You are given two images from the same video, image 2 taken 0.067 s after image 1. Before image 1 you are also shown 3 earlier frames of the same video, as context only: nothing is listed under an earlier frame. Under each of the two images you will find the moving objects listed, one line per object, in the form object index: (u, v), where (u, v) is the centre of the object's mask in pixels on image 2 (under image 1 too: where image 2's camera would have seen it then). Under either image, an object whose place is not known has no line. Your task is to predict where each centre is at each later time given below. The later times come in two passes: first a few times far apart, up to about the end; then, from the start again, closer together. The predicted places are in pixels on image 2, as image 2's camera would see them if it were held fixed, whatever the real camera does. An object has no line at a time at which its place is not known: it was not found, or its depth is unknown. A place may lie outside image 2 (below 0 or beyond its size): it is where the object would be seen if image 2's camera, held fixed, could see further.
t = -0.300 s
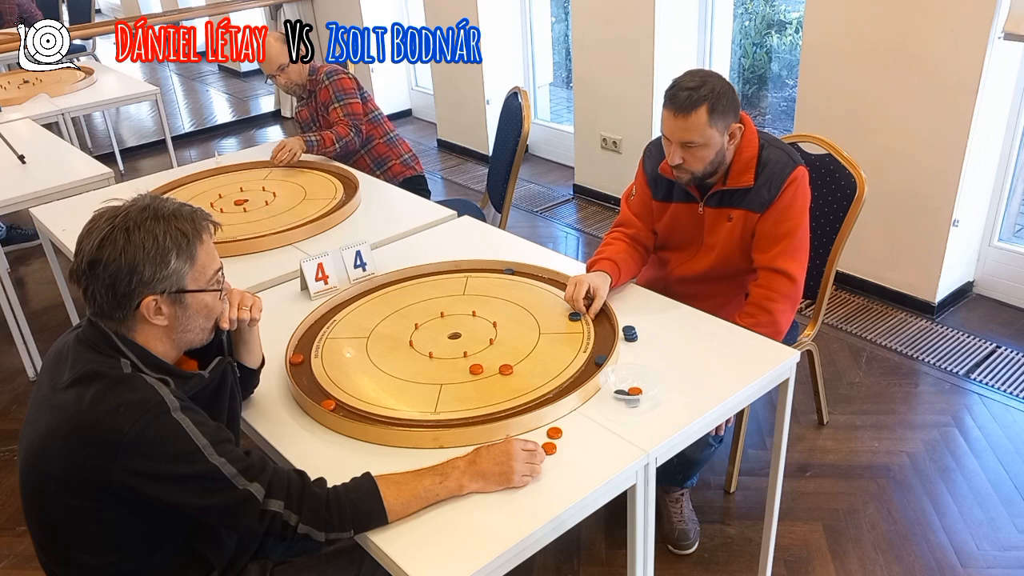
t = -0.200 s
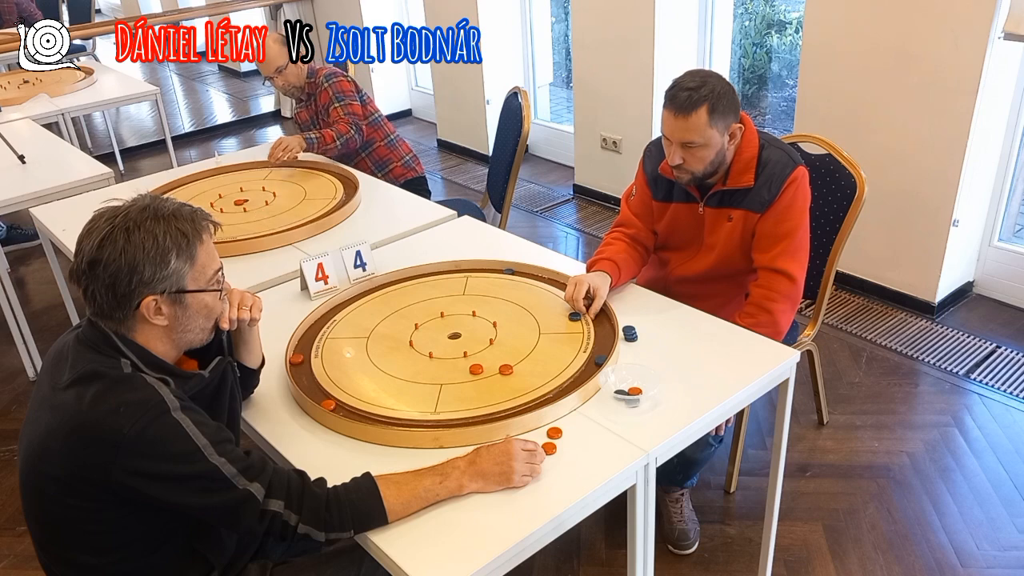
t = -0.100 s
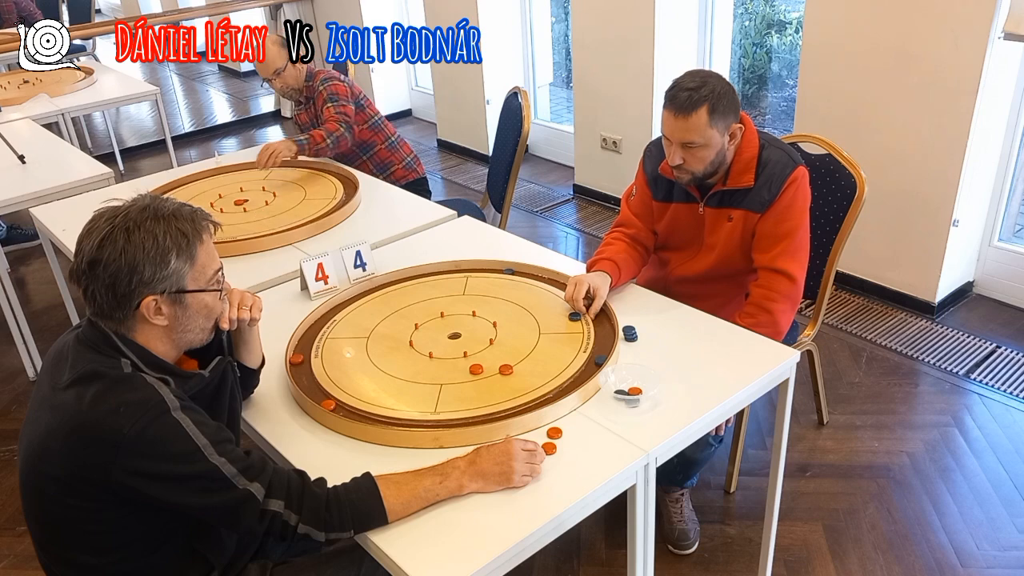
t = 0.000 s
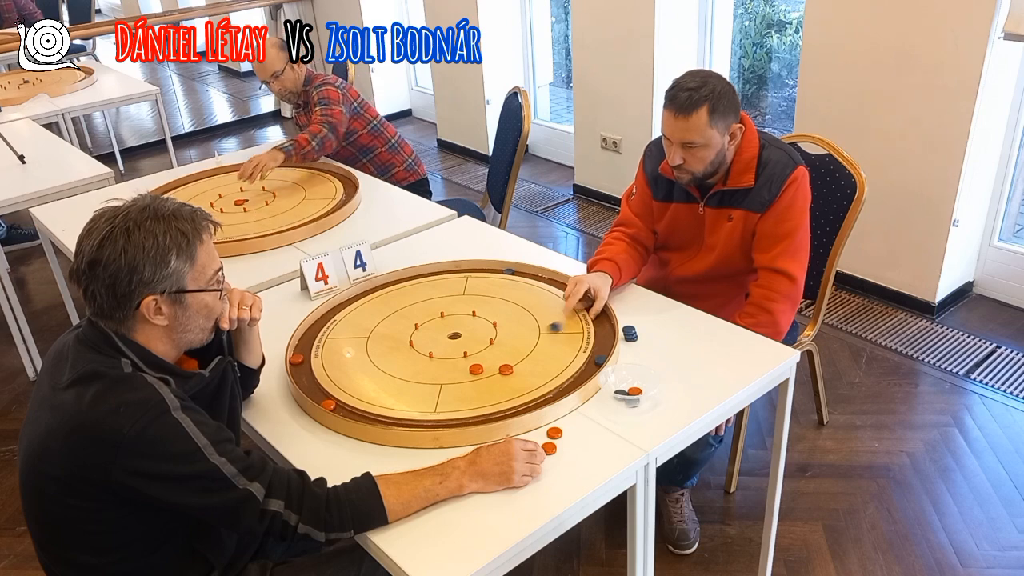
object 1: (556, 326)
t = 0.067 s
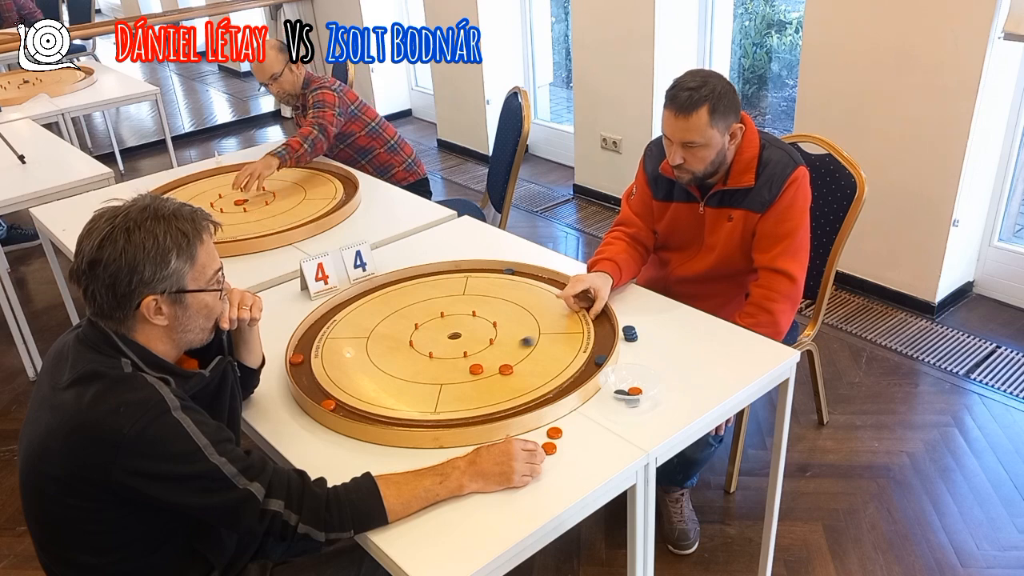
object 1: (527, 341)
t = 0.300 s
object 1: (482, 365)
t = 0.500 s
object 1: (482, 365)
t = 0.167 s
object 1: (487, 363)
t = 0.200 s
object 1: (485, 364)
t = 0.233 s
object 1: (484, 364)
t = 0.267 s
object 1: (482, 365)
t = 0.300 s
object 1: (482, 365)
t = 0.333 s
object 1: (482, 365)
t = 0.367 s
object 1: (482, 365)
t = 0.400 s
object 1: (482, 365)
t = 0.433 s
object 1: (482, 365)
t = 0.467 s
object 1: (482, 365)
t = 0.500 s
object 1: (482, 365)
